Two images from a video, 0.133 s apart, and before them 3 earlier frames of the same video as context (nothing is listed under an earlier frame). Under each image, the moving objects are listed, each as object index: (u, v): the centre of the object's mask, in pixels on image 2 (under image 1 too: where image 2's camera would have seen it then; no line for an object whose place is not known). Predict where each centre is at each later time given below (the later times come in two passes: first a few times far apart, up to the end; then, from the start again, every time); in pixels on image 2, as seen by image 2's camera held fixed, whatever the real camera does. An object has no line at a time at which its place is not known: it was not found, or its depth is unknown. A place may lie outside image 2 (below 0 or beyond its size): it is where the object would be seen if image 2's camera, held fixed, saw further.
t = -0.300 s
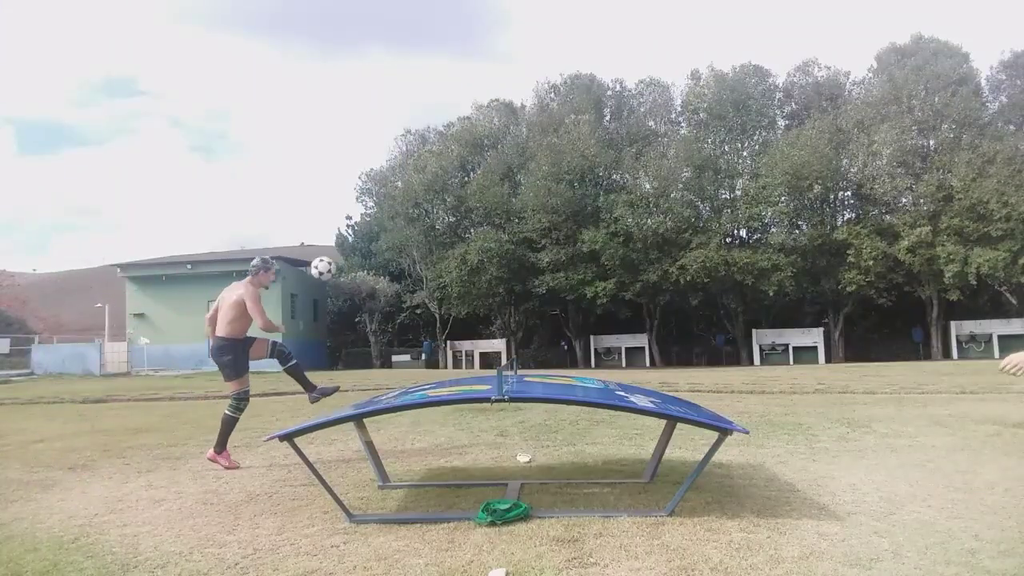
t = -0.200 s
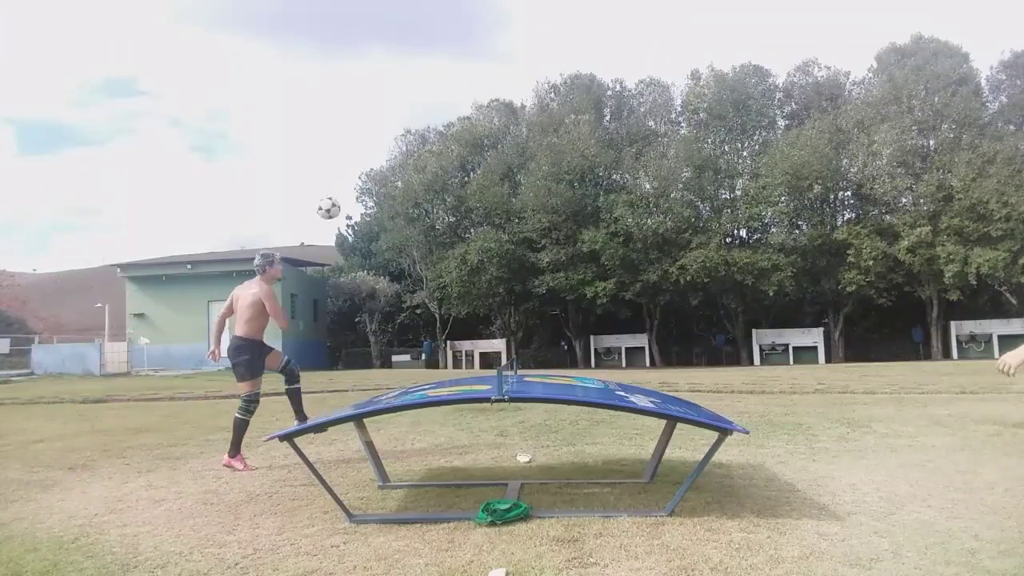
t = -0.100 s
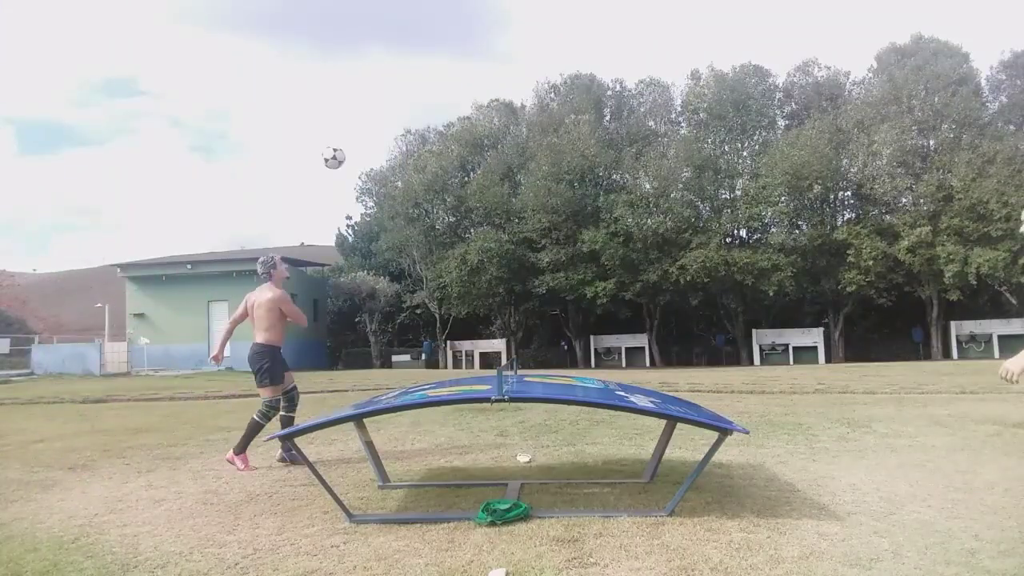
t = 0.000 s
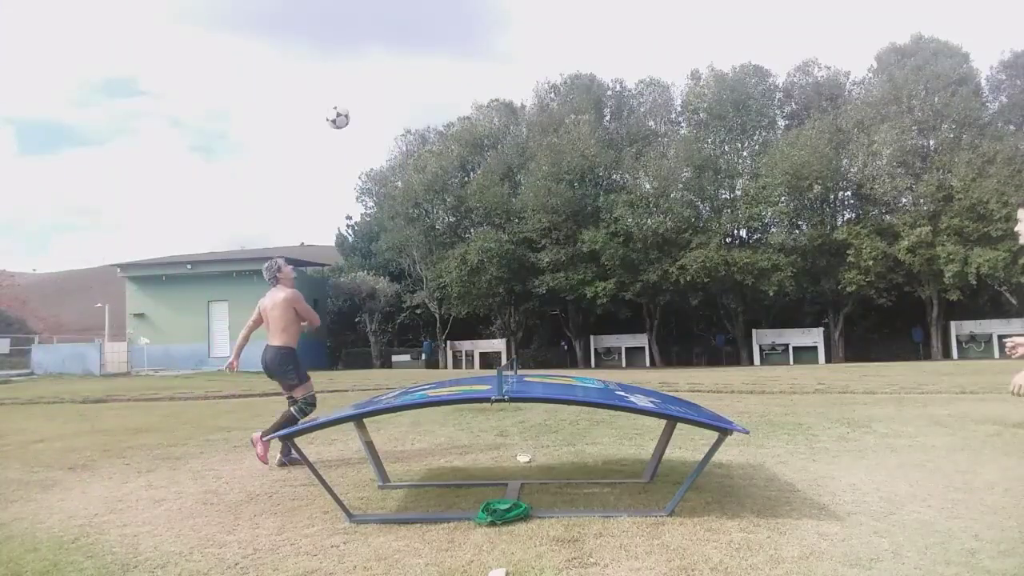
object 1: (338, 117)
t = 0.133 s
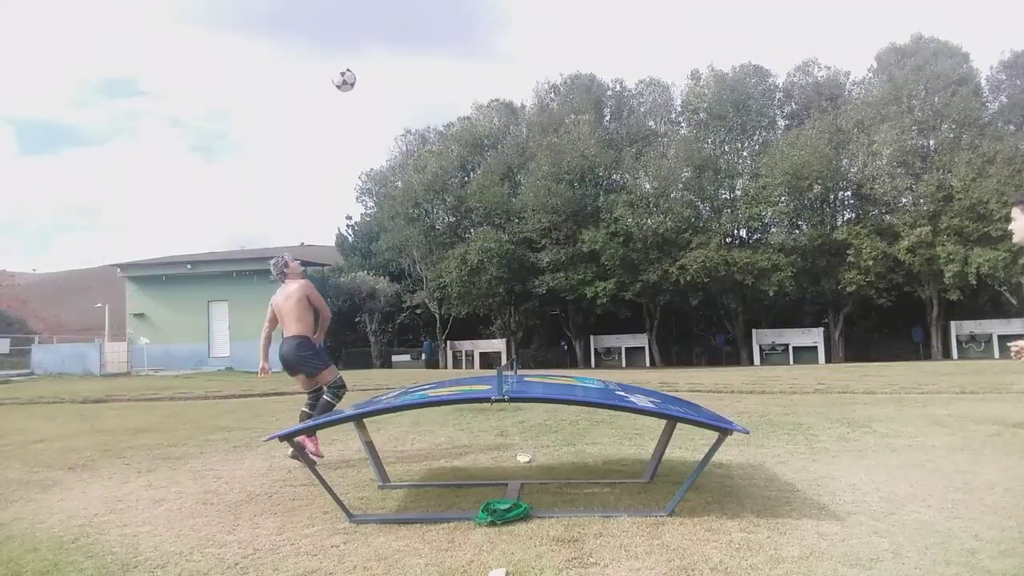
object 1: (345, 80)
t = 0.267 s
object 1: (351, 60)
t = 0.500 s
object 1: (361, 71)
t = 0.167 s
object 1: (346, 73)
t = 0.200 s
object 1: (347, 68)
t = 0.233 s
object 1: (349, 63)
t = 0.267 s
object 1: (351, 60)
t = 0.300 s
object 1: (352, 58)
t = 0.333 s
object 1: (353, 57)
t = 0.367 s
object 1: (355, 57)
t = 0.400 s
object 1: (356, 59)
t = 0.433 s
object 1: (358, 61)
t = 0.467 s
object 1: (359, 65)
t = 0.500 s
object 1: (361, 71)
